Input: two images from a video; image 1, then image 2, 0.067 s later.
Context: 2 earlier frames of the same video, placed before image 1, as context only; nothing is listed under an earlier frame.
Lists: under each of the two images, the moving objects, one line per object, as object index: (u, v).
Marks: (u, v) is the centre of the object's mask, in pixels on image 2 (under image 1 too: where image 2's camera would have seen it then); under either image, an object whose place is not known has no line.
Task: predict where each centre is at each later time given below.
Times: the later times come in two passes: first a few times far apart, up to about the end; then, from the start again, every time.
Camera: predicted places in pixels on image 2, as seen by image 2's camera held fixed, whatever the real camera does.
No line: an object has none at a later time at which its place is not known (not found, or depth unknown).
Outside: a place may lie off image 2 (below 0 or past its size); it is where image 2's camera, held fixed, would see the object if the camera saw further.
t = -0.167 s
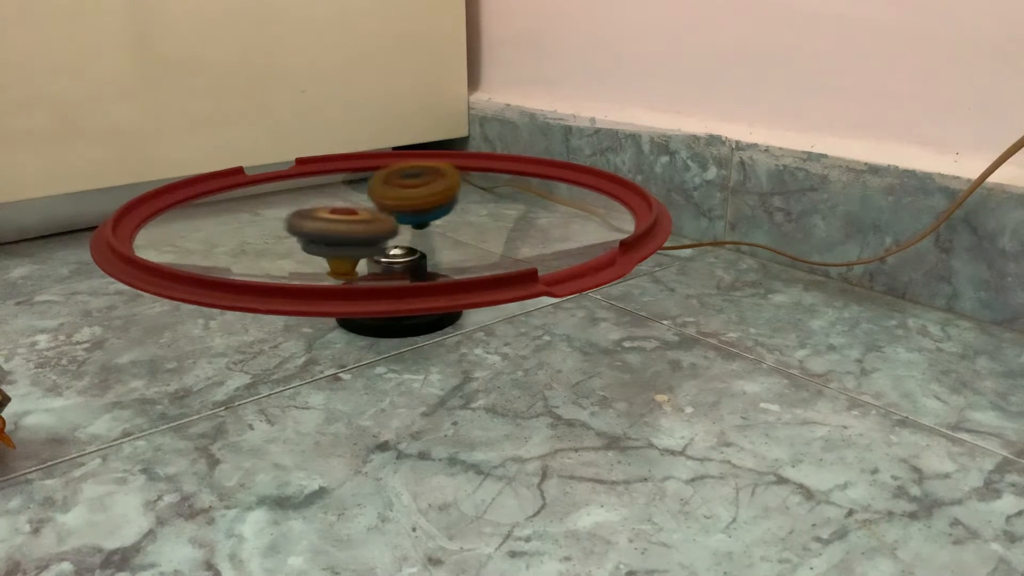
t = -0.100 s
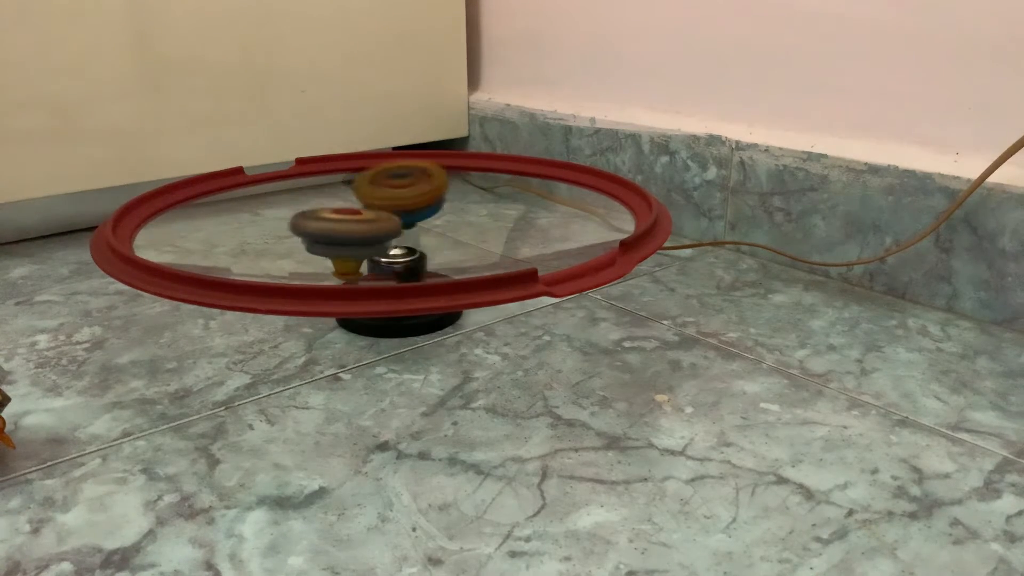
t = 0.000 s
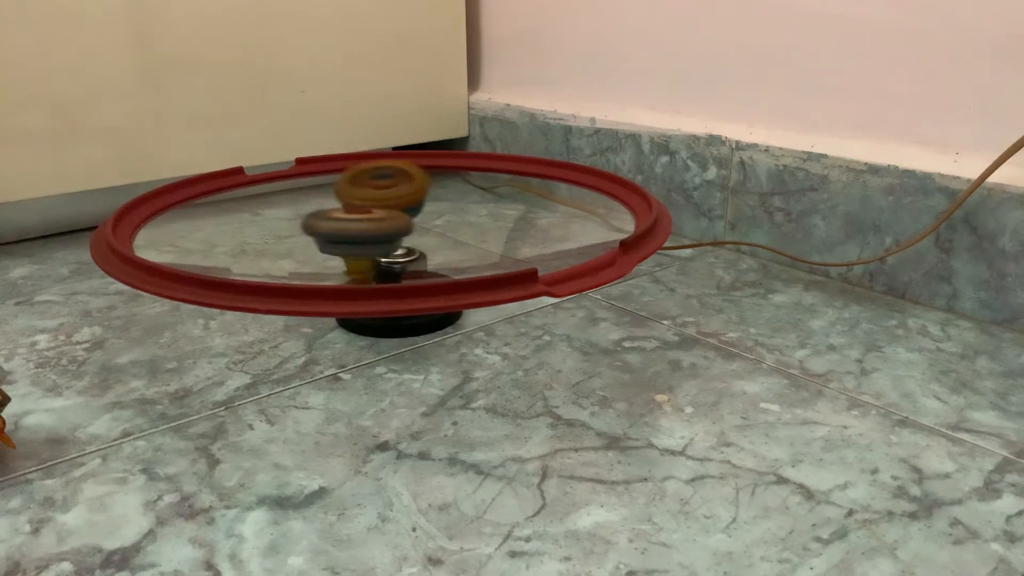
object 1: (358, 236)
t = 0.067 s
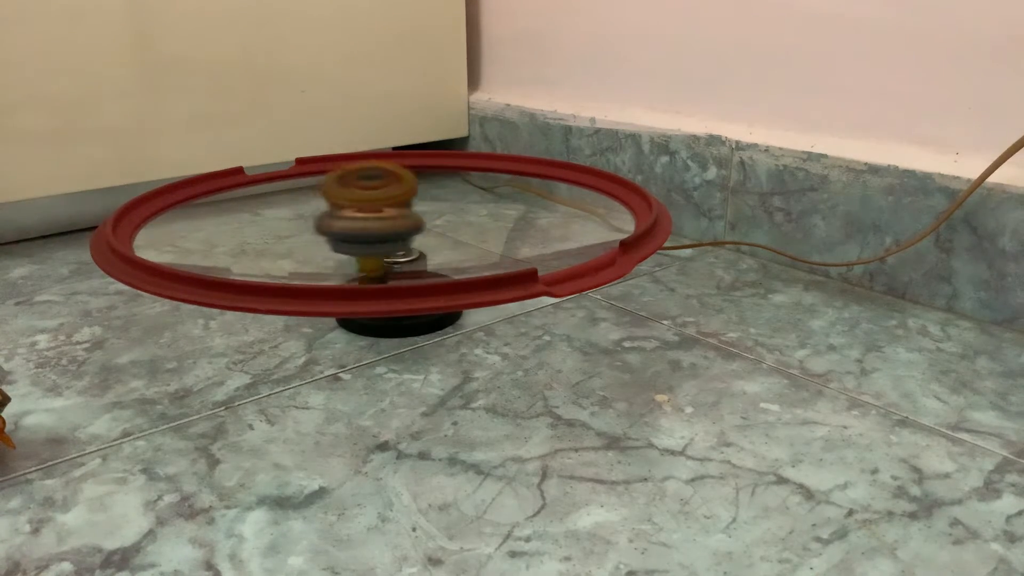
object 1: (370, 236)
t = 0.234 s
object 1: (408, 232)
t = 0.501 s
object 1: (461, 219)
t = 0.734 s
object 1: (486, 213)
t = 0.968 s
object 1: (476, 211)
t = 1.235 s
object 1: (459, 192)
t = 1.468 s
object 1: (438, 182)
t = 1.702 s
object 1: (398, 169)
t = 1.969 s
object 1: (387, 183)
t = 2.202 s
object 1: (338, 202)
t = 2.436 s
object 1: (295, 209)
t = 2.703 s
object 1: (288, 218)
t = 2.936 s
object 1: (310, 228)
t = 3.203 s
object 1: (360, 240)
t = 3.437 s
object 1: (415, 237)
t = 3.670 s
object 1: (462, 227)
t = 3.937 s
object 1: (484, 212)
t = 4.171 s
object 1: (476, 200)
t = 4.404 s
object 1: (451, 192)
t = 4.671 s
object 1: (417, 181)
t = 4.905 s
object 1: (388, 175)
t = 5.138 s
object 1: (357, 180)
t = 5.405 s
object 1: (325, 195)
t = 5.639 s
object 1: (324, 212)
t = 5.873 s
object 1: (338, 227)
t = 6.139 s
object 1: (369, 237)
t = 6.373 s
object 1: (406, 238)
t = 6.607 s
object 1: (439, 228)
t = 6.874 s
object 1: (457, 214)
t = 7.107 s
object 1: (455, 200)
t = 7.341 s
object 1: (438, 188)
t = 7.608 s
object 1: (397, 184)
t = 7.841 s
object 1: (356, 193)
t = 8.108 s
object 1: (330, 202)
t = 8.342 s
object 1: (316, 215)
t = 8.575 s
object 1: (334, 226)
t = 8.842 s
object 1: (374, 237)
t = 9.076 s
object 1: (421, 234)
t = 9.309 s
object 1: (462, 225)
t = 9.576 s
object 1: (465, 213)
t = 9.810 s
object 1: (465, 197)
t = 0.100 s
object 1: (377, 235)
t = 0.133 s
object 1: (384, 235)
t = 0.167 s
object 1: (392, 235)
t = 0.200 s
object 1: (400, 233)
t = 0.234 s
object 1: (408, 232)
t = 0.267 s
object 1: (415, 229)
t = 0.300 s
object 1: (422, 227)
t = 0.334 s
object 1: (429, 226)
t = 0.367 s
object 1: (436, 225)
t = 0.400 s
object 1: (443, 223)
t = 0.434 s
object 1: (450, 222)
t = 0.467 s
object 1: (456, 221)
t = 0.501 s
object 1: (461, 219)
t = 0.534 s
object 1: (467, 218)
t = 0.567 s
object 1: (471, 217)
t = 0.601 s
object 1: (476, 216)
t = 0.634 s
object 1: (479, 215)
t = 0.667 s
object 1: (483, 214)
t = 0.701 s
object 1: (485, 214)
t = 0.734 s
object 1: (486, 213)
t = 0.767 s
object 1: (487, 213)
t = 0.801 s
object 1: (487, 213)
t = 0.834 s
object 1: (486, 213)
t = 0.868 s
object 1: (485, 212)
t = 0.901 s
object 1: (482, 212)
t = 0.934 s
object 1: (480, 212)
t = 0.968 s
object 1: (476, 211)
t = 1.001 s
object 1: (472, 211)
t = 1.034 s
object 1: (470, 210)
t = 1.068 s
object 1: (469, 208)
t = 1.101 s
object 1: (467, 206)
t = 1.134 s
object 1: (465, 203)
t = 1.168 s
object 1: (463, 201)
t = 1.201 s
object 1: (461, 198)
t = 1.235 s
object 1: (459, 192)
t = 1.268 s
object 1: (456, 190)
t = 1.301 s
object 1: (451, 188)
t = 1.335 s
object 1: (449, 186)
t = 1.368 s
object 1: (446, 185)
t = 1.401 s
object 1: (443, 184)
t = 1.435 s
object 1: (441, 183)
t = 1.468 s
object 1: (438, 182)
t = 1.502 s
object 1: (436, 182)
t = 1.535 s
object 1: (434, 181)
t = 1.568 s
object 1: (430, 179)
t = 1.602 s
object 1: (419, 178)
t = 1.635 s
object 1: (411, 176)
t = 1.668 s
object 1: (403, 172)
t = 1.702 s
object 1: (398, 169)
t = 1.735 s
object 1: (394, 168)
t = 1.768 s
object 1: (392, 168)
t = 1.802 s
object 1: (391, 168)
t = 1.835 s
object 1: (390, 170)
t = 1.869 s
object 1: (390, 173)
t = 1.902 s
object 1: (389, 176)
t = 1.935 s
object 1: (389, 180)
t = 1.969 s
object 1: (387, 183)
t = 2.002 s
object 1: (384, 187)
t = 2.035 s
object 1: (380, 191)
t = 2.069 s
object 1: (375, 194)
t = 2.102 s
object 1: (367, 196)
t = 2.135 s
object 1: (357, 199)
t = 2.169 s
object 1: (347, 201)
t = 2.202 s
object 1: (338, 202)
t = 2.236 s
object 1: (331, 203)
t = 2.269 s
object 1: (323, 204)
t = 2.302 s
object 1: (316, 205)
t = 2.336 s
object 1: (310, 206)
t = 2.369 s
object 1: (305, 207)
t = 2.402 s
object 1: (299, 208)
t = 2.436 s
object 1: (295, 209)
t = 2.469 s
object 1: (291, 210)
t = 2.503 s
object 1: (289, 211)
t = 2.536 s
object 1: (287, 213)
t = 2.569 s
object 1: (286, 213)
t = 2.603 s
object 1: (286, 214)
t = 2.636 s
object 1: (286, 215)
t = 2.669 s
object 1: (287, 217)
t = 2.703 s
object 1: (288, 218)
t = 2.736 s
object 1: (291, 221)
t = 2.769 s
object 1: (293, 221)
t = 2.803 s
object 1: (295, 223)
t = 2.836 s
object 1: (298, 224)
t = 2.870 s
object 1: (301, 225)
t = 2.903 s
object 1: (305, 227)
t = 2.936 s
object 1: (310, 228)
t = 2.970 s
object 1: (314, 230)
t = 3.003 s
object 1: (320, 232)
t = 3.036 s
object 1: (326, 233)
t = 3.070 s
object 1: (331, 235)
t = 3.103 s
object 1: (338, 236)
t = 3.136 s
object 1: (344, 237)
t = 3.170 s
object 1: (352, 238)
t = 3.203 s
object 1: (360, 240)
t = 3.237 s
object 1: (367, 240)
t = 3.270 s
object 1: (374, 239)
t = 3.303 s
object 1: (383, 239)
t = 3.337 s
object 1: (392, 240)
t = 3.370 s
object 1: (399, 239)
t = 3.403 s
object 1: (407, 238)
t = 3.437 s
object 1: (415, 237)
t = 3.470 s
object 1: (423, 236)
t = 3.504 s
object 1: (430, 235)
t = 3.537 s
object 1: (438, 234)
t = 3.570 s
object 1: (445, 232)
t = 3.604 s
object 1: (452, 231)
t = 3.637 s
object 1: (457, 229)
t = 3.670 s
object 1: (462, 227)
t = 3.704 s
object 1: (467, 226)
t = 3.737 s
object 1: (471, 224)
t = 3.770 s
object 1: (474, 222)
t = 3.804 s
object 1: (477, 221)
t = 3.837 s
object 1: (480, 218)
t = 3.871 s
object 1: (482, 216)
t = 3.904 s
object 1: (483, 214)
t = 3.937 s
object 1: (484, 212)
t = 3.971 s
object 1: (484, 210)
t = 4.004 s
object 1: (484, 209)
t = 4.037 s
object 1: (483, 207)
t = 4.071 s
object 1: (482, 206)
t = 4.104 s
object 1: (480, 204)
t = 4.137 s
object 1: (478, 202)
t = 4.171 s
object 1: (476, 200)
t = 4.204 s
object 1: (473, 199)
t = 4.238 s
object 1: (470, 198)
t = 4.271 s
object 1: (465, 197)
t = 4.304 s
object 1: (462, 196)
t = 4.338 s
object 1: (458, 194)
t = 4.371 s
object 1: (455, 193)
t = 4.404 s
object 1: (451, 192)
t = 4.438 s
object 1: (447, 191)
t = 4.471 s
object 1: (442, 190)
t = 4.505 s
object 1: (438, 189)
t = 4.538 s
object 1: (434, 188)
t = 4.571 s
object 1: (429, 187)
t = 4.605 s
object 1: (424, 186)
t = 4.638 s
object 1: (419, 186)
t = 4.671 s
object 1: (417, 181)
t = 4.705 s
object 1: (410, 179)
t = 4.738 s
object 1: (406, 178)
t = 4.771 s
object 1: (402, 177)
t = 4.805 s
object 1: (399, 176)
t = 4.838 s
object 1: (395, 175)
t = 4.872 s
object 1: (392, 175)
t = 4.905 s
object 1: (388, 175)
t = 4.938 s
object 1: (385, 175)
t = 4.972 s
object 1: (380, 176)
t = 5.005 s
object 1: (378, 177)
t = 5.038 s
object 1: (373, 176)
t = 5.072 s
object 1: (369, 177)
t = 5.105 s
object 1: (363, 178)
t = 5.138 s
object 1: (357, 180)
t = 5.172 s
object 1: (351, 181)
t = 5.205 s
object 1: (345, 183)
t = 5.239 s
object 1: (340, 184)
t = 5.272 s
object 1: (336, 186)
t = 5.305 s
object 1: (332, 189)
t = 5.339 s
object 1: (329, 191)
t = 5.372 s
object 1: (327, 193)
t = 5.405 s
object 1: (325, 195)
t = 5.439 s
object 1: (324, 198)
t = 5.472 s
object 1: (323, 200)
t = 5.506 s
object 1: (322, 203)
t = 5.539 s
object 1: (322, 205)
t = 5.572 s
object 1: (322, 207)
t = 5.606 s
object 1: (323, 209)
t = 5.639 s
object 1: (324, 212)
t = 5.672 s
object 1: (325, 214)
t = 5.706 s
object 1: (327, 216)
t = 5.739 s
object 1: (329, 218)
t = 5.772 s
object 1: (331, 221)
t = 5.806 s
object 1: (333, 222)
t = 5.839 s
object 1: (335, 225)
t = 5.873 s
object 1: (338, 227)
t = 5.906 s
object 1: (341, 229)
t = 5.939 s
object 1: (345, 230)
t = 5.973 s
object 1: (348, 231)
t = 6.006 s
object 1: (352, 234)
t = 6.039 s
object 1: (356, 235)
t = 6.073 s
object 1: (360, 236)
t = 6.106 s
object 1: (364, 237)
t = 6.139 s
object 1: (369, 237)
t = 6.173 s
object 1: (374, 238)
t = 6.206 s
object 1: (379, 238)
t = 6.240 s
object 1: (384, 239)
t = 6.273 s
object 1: (389, 239)
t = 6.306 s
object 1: (394, 240)
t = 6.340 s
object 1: (400, 240)
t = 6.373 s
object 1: (406, 238)
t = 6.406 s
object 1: (411, 237)
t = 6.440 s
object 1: (416, 237)
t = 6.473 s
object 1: (422, 235)
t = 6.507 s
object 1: (427, 234)
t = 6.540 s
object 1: (431, 232)
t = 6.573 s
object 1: (436, 231)
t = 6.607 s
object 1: (439, 228)
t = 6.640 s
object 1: (443, 227)
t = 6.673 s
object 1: (446, 225)
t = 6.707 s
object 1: (449, 223)
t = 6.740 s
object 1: (451, 221)
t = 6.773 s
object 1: (453, 219)
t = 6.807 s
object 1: (456, 217)
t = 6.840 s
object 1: (457, 216)
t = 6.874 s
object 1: (457, 214)
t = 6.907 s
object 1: (458, 212)
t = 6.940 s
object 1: (458, 210)
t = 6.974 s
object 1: (458, 208)
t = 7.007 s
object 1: (458, 206)
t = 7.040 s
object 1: (457, 205)
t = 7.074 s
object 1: (457, 202)
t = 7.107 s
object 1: (455, 200)
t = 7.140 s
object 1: (453, 199)
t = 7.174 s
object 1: (451, 197)
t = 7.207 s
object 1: (449, 196)
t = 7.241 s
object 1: (447, 194)
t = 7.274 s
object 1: (445, 192)
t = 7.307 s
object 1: (442, 190)
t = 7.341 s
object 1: (438, 188)
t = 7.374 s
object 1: (433, 185)
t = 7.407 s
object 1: (429, 184)
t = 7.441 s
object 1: (424, 183)
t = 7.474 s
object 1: (419, 183)
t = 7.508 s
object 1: (413, 183)
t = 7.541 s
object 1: (409, 183)
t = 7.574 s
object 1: (403, 183)
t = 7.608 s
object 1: (397, 184)
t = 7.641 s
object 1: (390, 185)
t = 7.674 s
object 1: (384, 188)
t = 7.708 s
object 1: (376, 190)
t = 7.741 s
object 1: (370, 192)
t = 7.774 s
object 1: (365, 192)
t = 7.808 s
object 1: (361, 193)
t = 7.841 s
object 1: (356, 193)
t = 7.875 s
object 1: (352, 194)
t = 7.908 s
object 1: (348, 195)
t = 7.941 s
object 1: (344, 196)
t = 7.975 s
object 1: (340, 197)
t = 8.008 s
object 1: (337, 198)
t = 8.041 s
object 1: (334, 199)
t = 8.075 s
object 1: (332, 201)
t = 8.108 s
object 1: (330, 202)
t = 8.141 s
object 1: (330, 204)
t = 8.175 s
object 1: (328, 206)
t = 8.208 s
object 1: (322, 208)
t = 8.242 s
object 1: (319, 209)
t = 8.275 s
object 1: (317, 212)
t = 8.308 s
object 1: (317, 213)
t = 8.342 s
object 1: (316, 215)
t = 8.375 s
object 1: (317, 216)
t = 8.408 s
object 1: (318, 217)
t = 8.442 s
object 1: (319, 220)
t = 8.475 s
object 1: (322, 221)
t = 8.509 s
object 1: (325, 223)
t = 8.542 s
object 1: (329, 224)
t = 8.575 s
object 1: (334, 226)
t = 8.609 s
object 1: (339, 227)
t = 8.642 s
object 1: (342, 229)
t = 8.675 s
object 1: (346, 231)
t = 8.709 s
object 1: (350, 232)
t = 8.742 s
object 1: (356, 234)
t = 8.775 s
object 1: (361, 236)
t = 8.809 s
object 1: (368, 236)
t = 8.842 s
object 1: (374, 237)
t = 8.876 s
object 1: (380, 238)
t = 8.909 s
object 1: (385, 238)
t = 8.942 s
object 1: (392, 237)
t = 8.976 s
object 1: (400, 237)
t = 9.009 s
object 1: (407, 238)
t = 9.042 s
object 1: (413, 236)
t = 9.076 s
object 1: (421, 234)
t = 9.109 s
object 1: (426, 234)
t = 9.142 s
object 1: (433, 232)
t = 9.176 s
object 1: (442, 231)
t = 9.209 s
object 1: (448, 229)
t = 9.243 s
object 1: (453, 228)
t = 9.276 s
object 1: (458, 227)
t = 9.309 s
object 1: (462, 225)
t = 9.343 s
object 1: (465, 223)
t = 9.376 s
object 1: (467, 222)
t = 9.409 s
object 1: (468, 220)
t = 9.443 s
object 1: (469, 219)
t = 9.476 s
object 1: (469, 217)
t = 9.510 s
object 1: (468, 216)
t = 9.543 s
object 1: (467, 214)
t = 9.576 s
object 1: (465, 213)
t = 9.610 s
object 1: (466, 210)
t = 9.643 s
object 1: (467, 209)
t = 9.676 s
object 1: (465, 207)
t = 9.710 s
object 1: (463, 205)
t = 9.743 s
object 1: (461, 204)
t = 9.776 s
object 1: (461, 201)
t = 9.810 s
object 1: (465, 197)
